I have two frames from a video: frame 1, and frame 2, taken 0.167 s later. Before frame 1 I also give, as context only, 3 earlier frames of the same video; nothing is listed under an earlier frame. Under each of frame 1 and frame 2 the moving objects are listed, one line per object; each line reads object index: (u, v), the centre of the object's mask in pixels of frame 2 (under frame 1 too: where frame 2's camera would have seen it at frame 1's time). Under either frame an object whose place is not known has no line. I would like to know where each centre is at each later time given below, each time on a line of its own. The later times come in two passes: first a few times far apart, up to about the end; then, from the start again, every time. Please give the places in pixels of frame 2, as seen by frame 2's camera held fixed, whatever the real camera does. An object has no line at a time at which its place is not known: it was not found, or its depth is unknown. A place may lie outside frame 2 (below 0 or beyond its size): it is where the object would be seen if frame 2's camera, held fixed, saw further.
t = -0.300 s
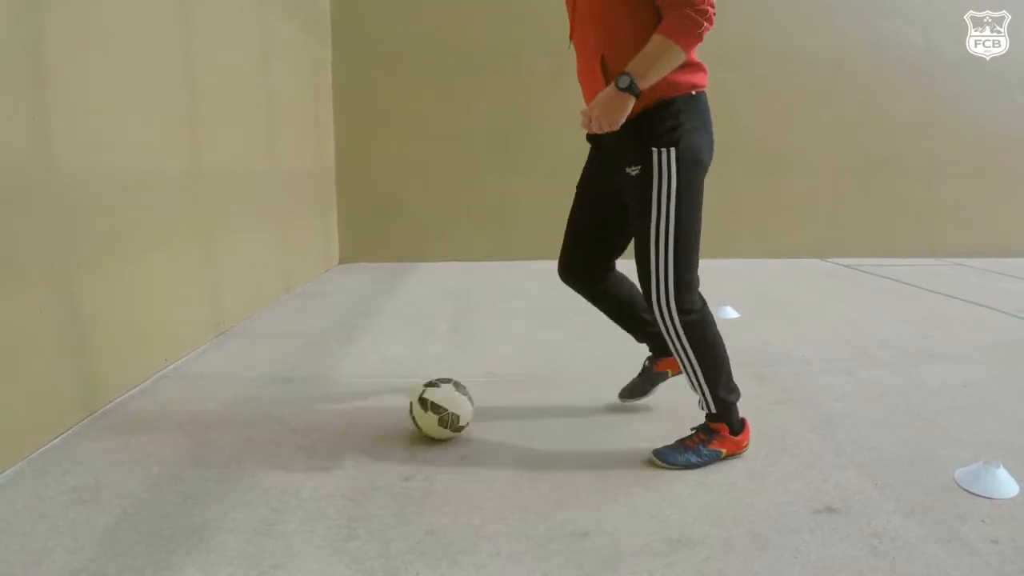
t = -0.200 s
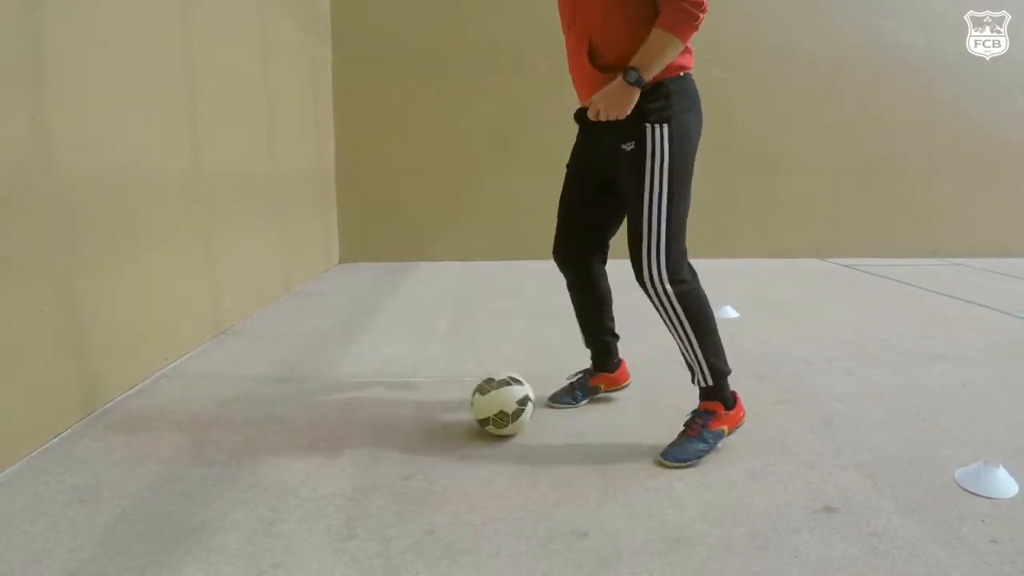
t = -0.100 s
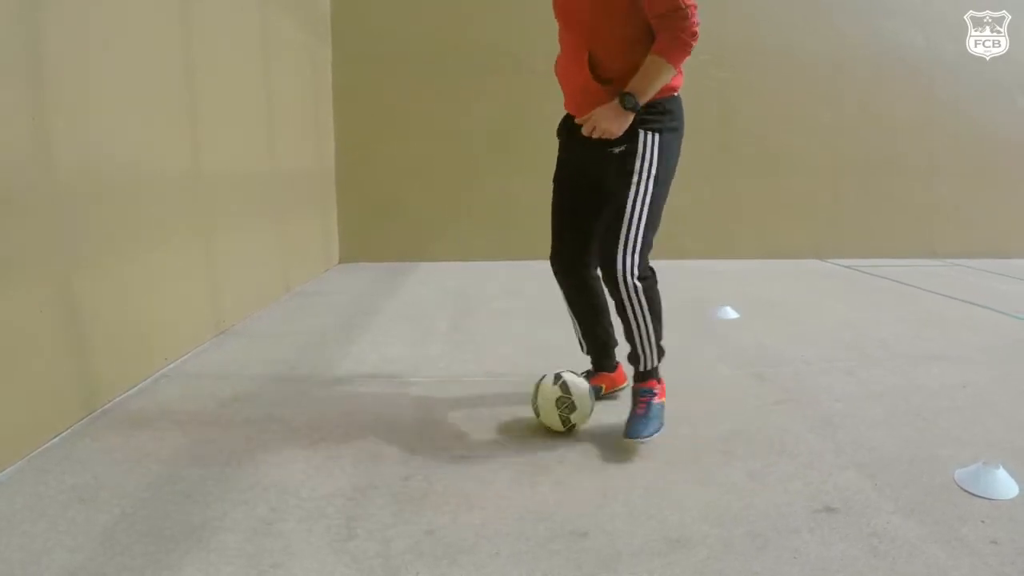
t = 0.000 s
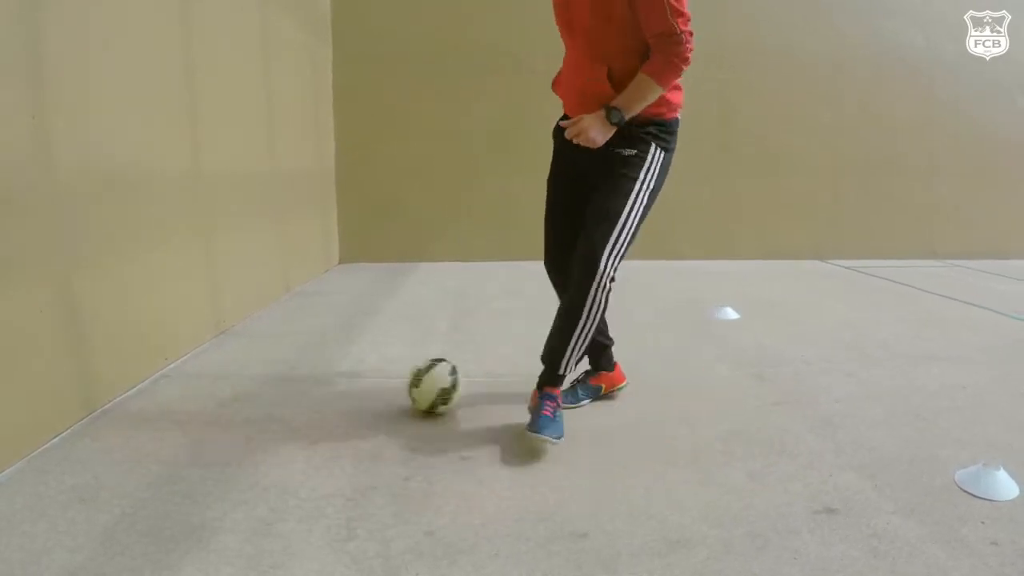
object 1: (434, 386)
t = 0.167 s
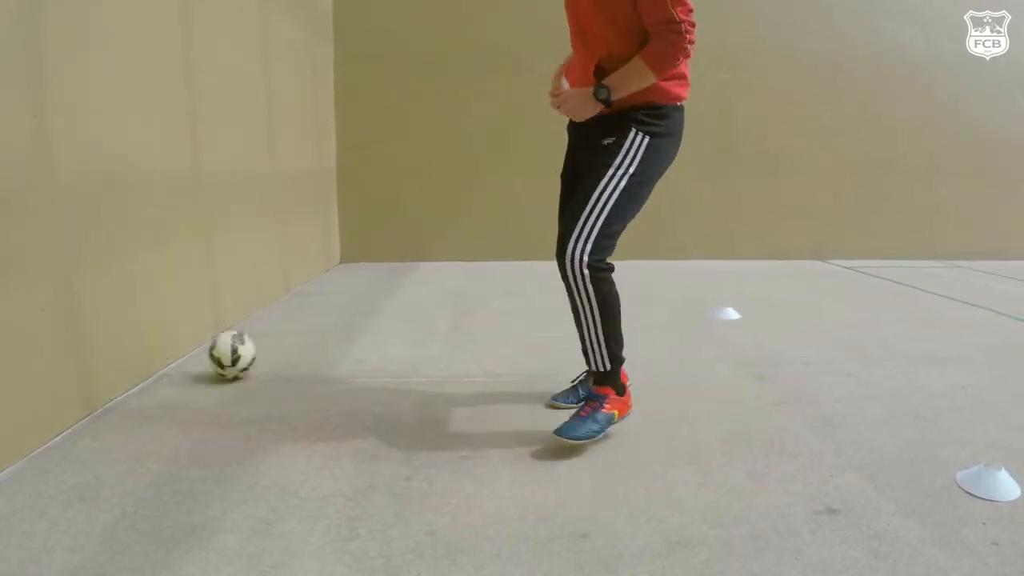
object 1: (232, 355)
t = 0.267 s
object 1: (193, 346)
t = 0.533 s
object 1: (355, 340)
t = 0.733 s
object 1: (447, 336)
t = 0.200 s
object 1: (205, 350)
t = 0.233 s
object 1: (180, 349)
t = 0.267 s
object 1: (193, 346)
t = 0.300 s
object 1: (219, 346)
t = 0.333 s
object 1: (242, 344)
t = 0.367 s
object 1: (264, 343)
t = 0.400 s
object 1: (285, 343)
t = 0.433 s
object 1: (305, 343)
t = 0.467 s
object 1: (323, 341)
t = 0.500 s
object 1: (340, 341)
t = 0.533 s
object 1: (355, 340)
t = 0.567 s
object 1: (371, 340)
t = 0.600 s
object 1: (385, 339)
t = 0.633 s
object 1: (401, 338)
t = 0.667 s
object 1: (417, 338)
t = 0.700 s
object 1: (432, 338)
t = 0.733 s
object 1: (447, 336)
